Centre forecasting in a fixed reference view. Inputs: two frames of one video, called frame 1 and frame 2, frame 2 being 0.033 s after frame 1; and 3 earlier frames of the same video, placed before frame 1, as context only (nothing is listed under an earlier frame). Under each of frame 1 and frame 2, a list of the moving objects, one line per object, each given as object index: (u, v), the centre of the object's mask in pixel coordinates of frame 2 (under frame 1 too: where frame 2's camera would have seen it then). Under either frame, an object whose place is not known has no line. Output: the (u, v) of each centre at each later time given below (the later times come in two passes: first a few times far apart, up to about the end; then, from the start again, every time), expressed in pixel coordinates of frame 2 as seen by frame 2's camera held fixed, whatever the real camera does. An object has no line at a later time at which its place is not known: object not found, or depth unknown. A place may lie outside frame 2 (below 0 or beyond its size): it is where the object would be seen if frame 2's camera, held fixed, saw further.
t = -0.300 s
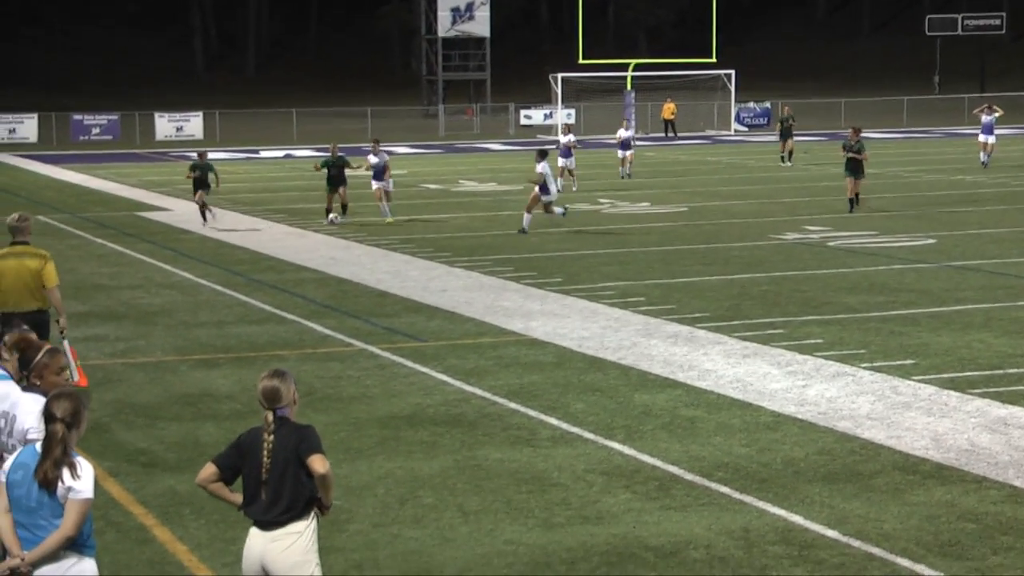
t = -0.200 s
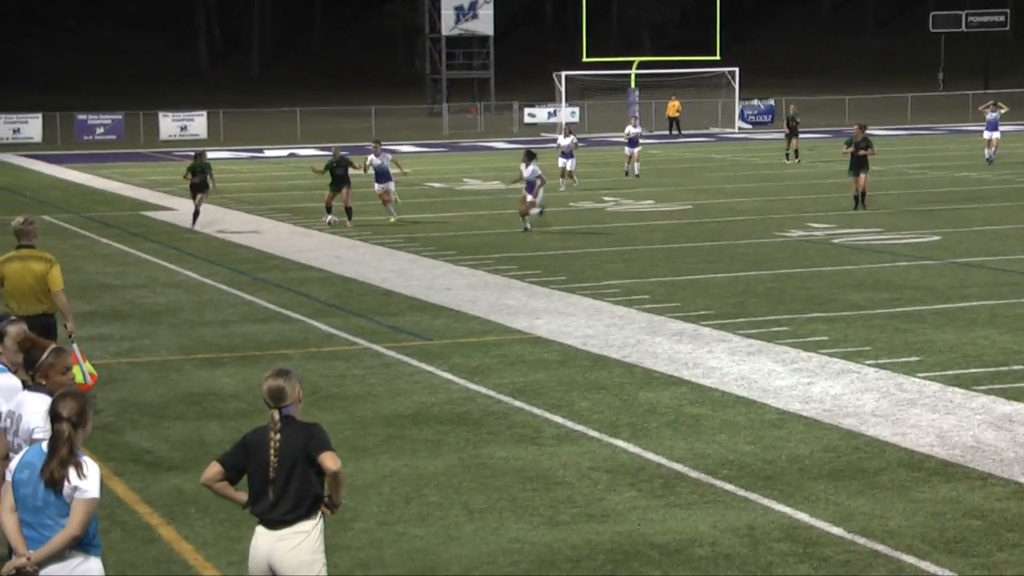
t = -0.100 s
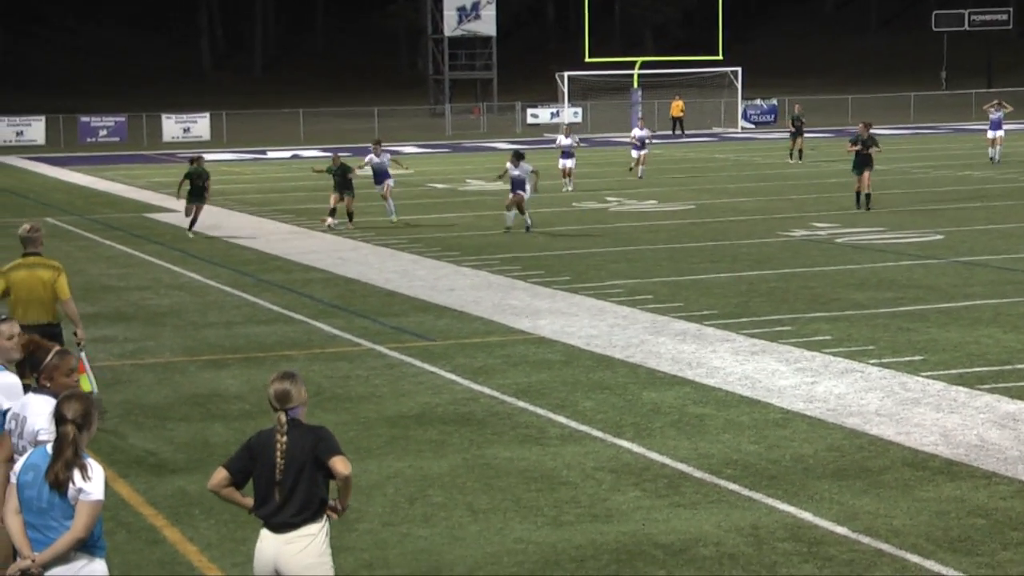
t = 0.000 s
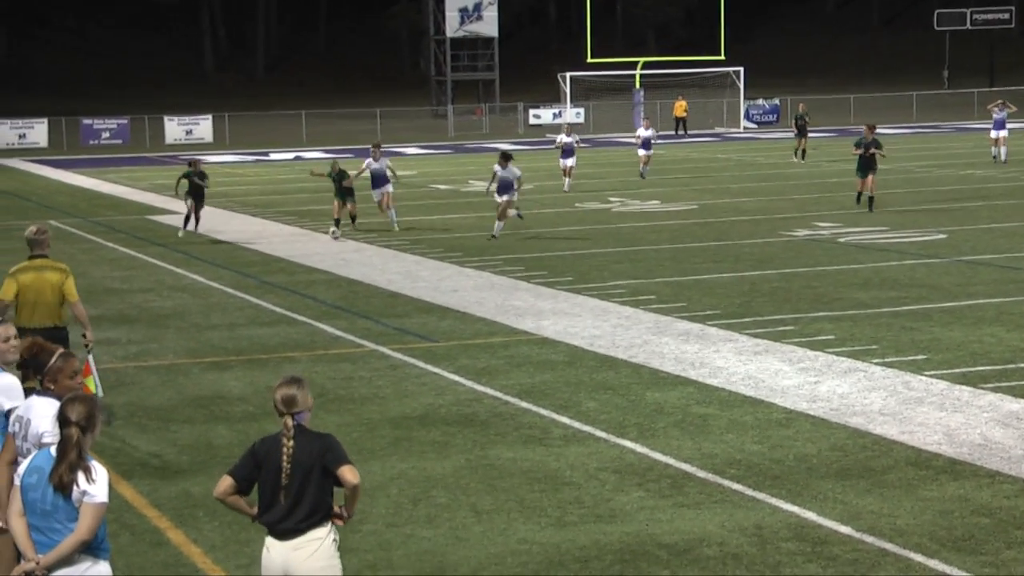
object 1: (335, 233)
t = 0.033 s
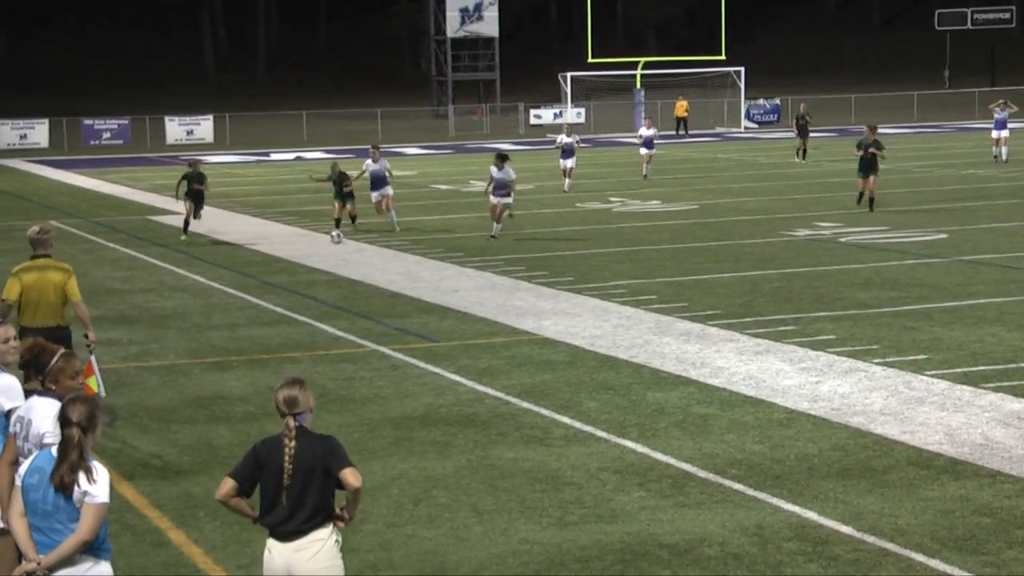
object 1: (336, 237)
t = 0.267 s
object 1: (342, 255)
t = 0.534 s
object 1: (356, 272)
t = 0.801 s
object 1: (369, 291)
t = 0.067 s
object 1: (337, 239)
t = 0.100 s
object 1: (337, 240)
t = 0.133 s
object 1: (338, 242)
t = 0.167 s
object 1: (339, 244)
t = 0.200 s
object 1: (340, 247)
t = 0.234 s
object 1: (342, 252)
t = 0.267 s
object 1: (342, 255)
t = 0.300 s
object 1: (344, 255)
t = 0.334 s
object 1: (345, 257)
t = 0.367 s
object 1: (347, 259)
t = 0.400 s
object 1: (349, 262)
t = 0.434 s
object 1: (350, 267)
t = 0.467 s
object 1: (352, 268)
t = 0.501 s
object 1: (354, 269)
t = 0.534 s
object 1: (356, 272)
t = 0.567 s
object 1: (357, 275)
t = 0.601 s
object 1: (360, 277)
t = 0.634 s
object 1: (360, 279)
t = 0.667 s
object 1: (363, 281)
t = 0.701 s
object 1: (365, 284)
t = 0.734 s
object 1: (367, 287)
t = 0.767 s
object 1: (368, 288)
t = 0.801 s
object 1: (369, 291)
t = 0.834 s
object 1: (372, 294)
